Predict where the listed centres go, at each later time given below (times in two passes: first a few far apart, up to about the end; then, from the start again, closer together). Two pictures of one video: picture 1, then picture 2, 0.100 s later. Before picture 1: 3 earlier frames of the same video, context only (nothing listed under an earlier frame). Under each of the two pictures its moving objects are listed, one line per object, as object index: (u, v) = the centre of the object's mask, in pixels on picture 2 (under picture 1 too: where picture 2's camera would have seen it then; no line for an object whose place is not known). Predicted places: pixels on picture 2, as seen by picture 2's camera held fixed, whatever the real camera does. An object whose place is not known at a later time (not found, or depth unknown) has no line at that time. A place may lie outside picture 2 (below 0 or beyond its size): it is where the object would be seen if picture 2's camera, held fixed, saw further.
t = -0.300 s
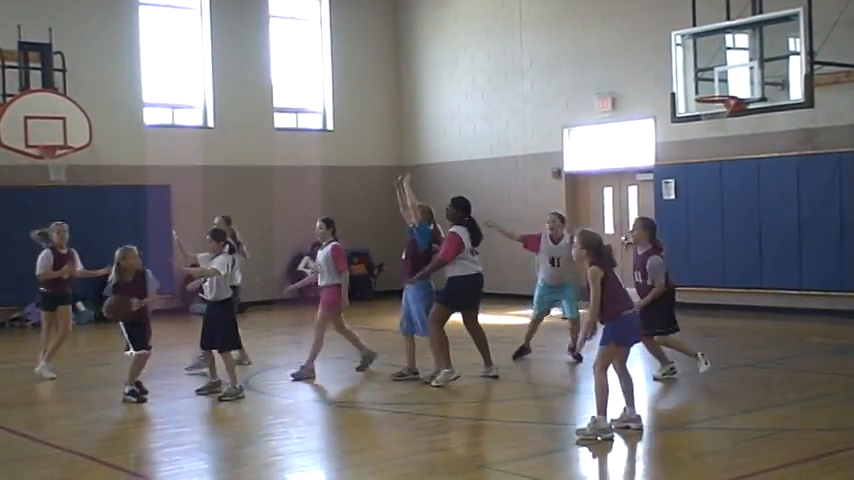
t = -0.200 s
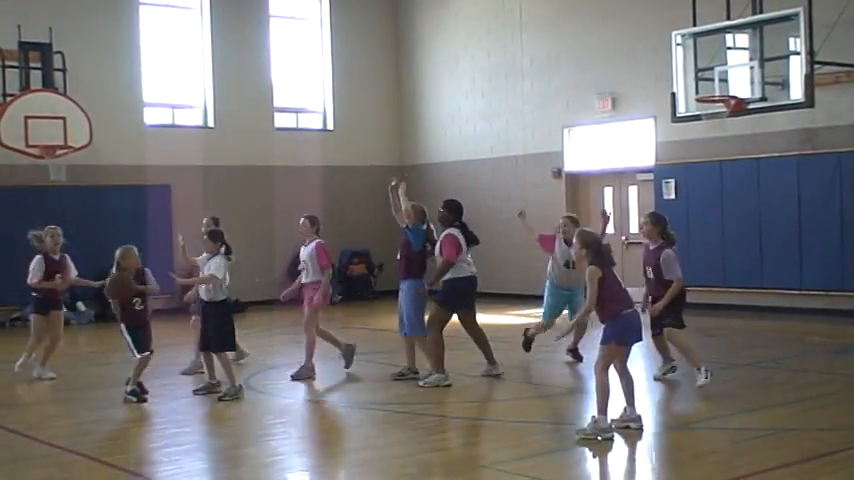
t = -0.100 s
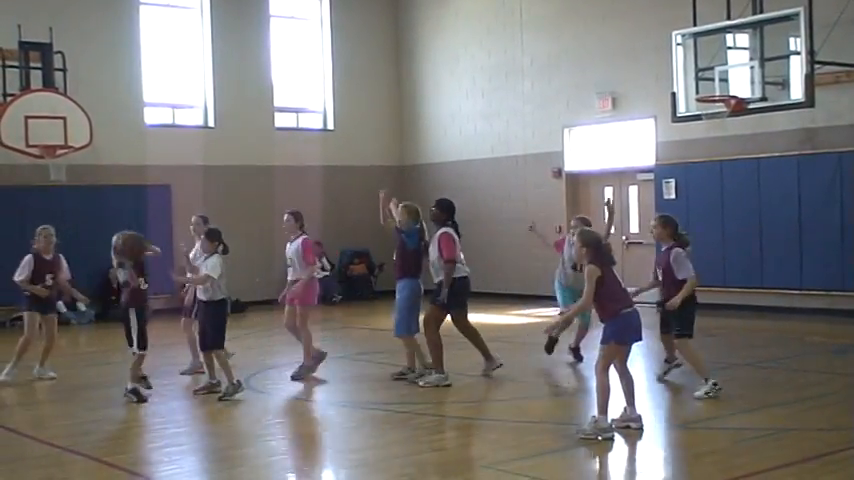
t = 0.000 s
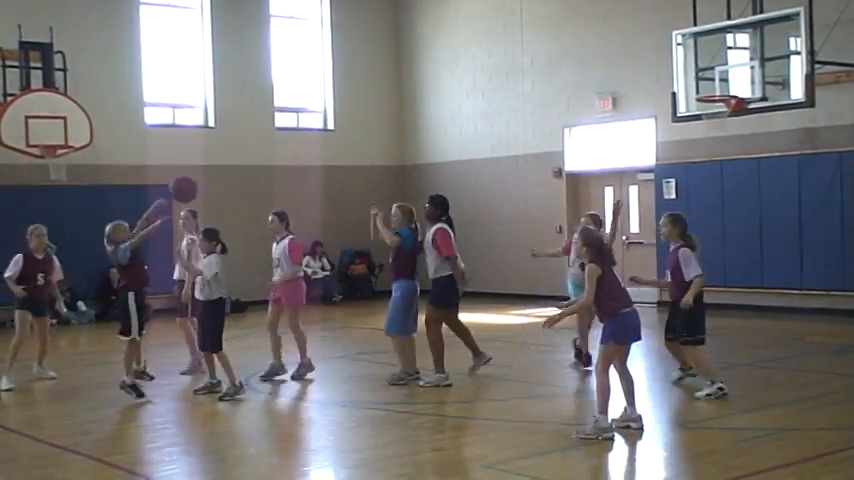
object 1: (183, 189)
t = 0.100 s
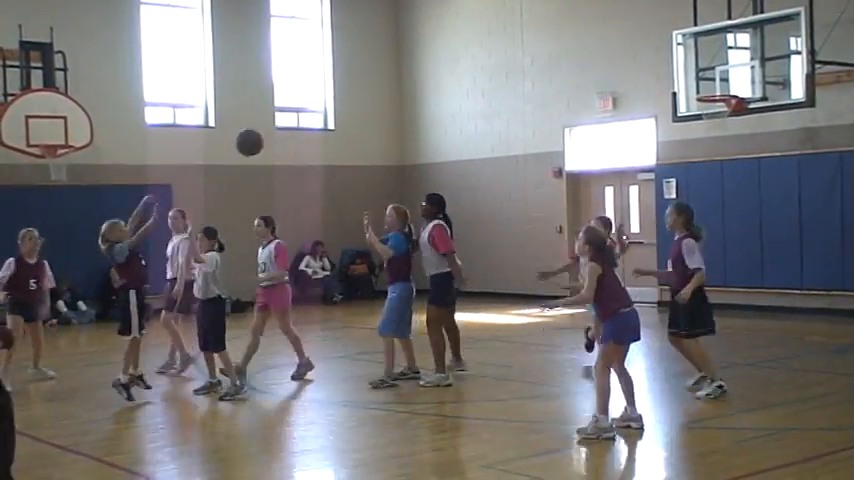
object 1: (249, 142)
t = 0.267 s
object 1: (356, 93)
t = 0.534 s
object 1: (524, 84)
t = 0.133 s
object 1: (271, 130)
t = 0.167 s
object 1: (292, 119)
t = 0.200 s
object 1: (314, 109)
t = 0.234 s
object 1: (336, 100)
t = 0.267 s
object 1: (356, 93)
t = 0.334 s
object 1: (398, 83)
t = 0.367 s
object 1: (420, 79)
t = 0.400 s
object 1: (440, 78)
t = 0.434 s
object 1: (461, 77)
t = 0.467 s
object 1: (482, 78)
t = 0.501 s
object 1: (503, 80)
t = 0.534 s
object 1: (524, 84)
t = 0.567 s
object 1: (544, 89)
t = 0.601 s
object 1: (564, 95)
